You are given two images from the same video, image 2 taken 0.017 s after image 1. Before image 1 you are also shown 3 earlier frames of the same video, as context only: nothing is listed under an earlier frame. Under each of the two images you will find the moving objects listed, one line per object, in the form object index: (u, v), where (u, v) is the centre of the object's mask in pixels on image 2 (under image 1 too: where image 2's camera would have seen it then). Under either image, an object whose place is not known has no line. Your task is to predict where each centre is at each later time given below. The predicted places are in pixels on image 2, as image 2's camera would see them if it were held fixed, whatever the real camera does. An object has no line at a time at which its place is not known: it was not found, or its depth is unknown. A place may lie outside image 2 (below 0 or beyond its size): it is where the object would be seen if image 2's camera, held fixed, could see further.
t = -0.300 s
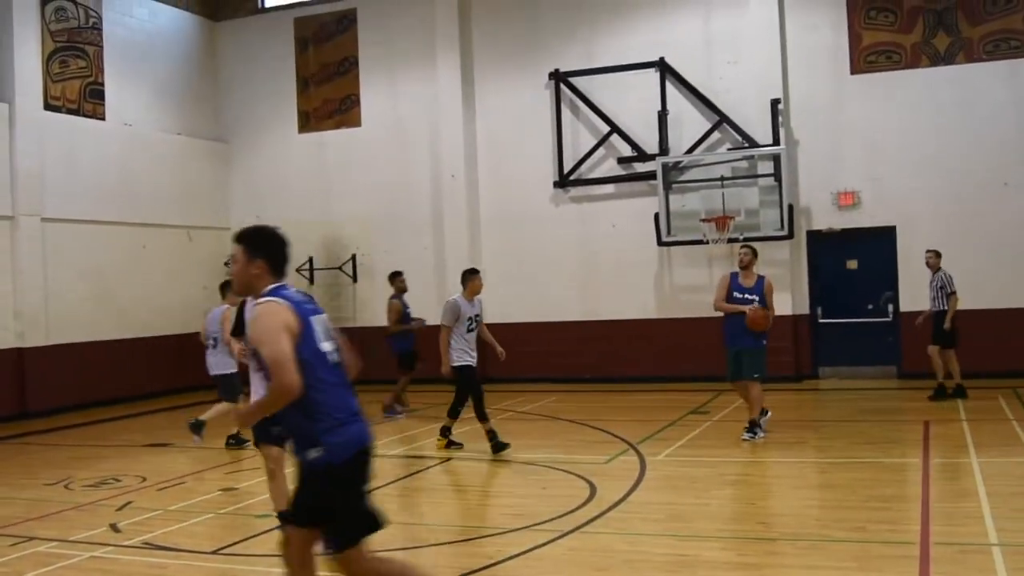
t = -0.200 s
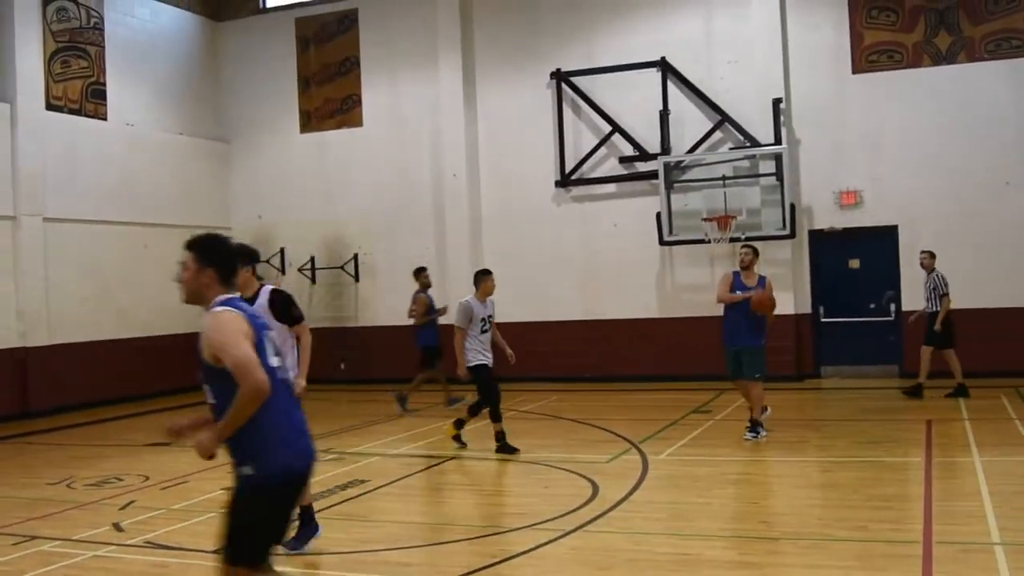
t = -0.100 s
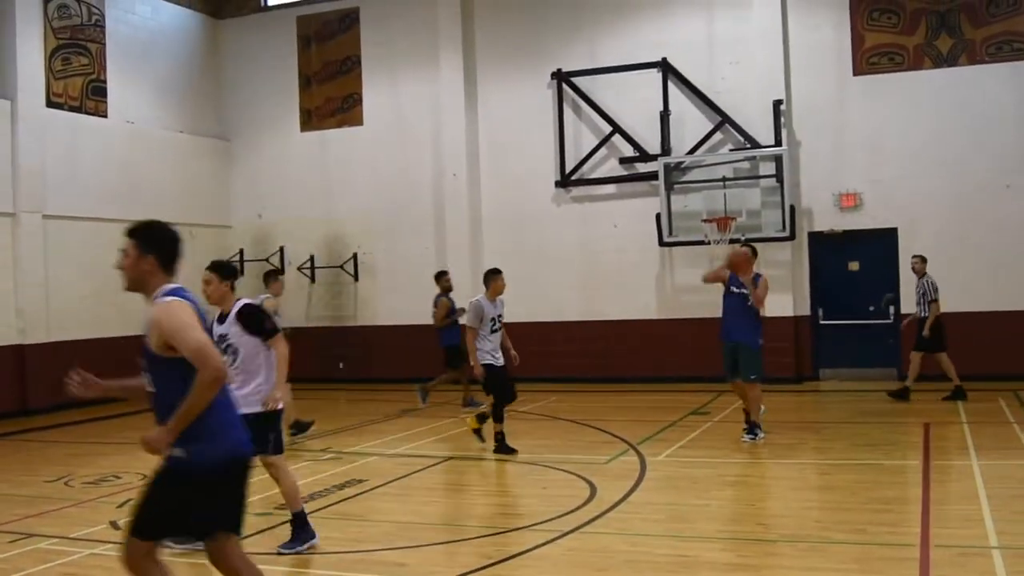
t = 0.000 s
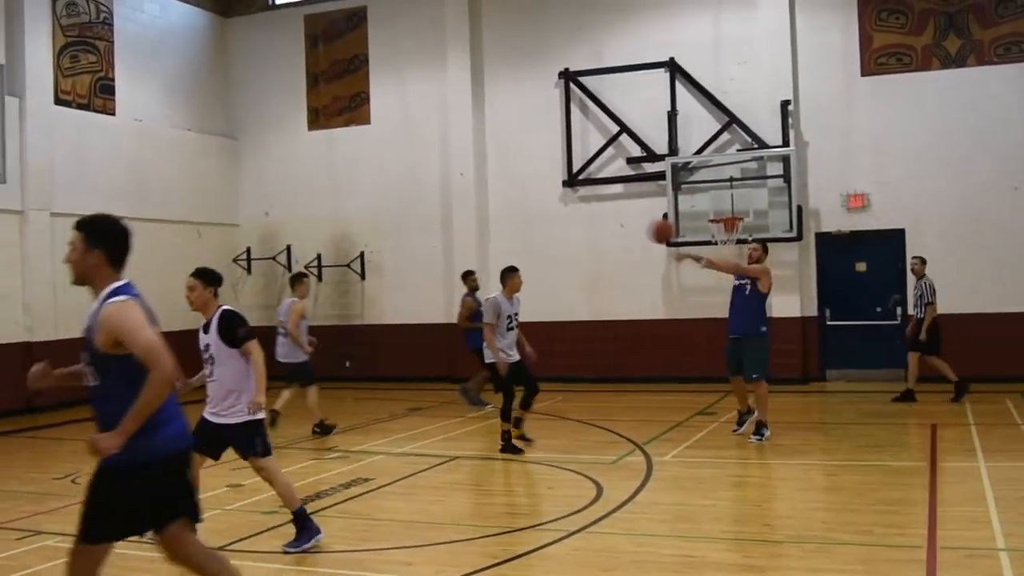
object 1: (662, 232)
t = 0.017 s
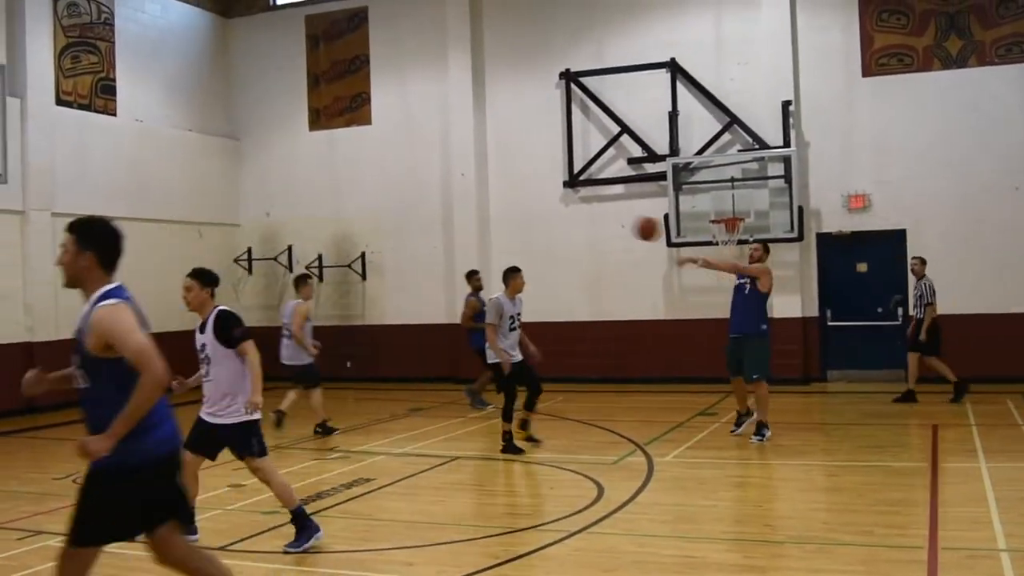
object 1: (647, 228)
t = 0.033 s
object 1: (631, 225)
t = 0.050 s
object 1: (614, 222)
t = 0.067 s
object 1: (598, 220)
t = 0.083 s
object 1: (583, 217)
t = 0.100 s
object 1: (566, 215)
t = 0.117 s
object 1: (551, 214)
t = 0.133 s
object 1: (535, 213)
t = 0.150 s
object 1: (519, 212)
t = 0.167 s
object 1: (504, 211)
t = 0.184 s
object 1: (487, 211)
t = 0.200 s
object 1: (473, 210)
